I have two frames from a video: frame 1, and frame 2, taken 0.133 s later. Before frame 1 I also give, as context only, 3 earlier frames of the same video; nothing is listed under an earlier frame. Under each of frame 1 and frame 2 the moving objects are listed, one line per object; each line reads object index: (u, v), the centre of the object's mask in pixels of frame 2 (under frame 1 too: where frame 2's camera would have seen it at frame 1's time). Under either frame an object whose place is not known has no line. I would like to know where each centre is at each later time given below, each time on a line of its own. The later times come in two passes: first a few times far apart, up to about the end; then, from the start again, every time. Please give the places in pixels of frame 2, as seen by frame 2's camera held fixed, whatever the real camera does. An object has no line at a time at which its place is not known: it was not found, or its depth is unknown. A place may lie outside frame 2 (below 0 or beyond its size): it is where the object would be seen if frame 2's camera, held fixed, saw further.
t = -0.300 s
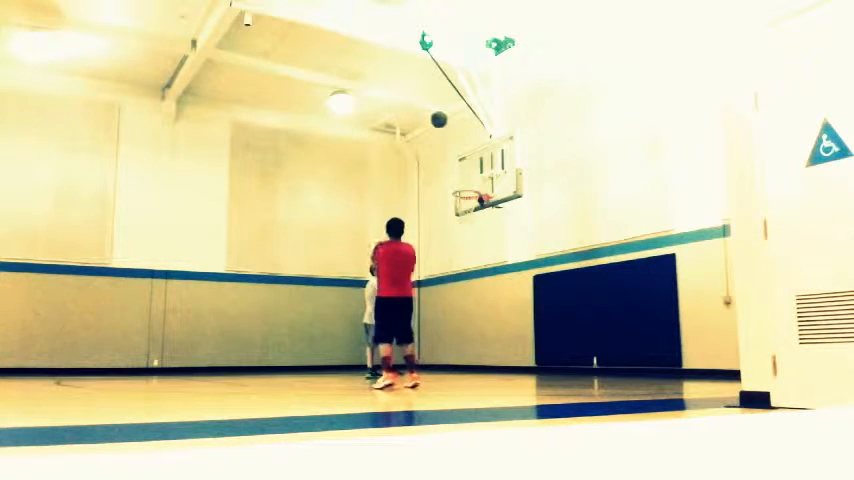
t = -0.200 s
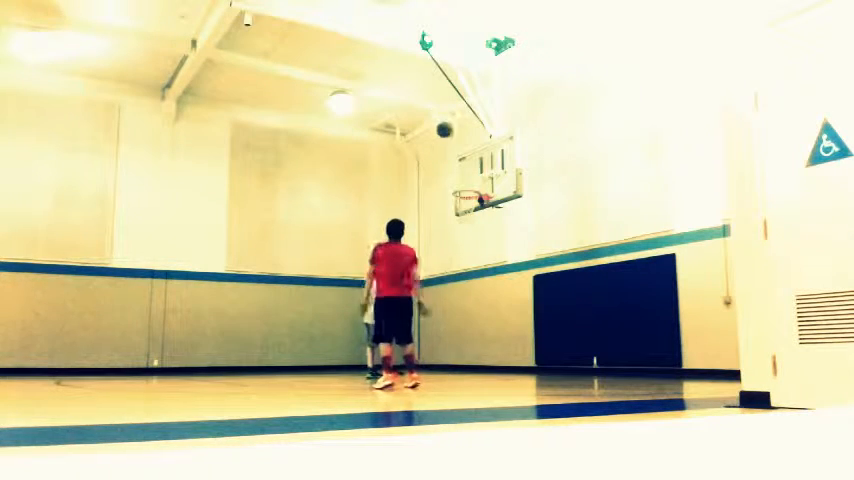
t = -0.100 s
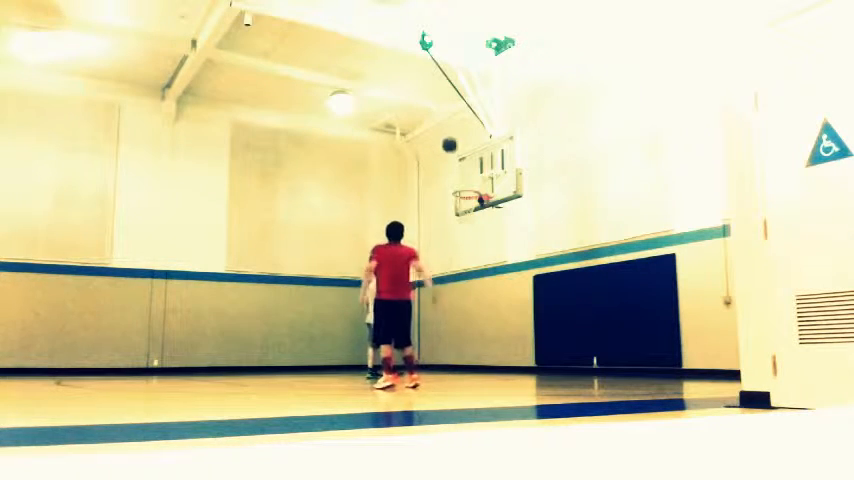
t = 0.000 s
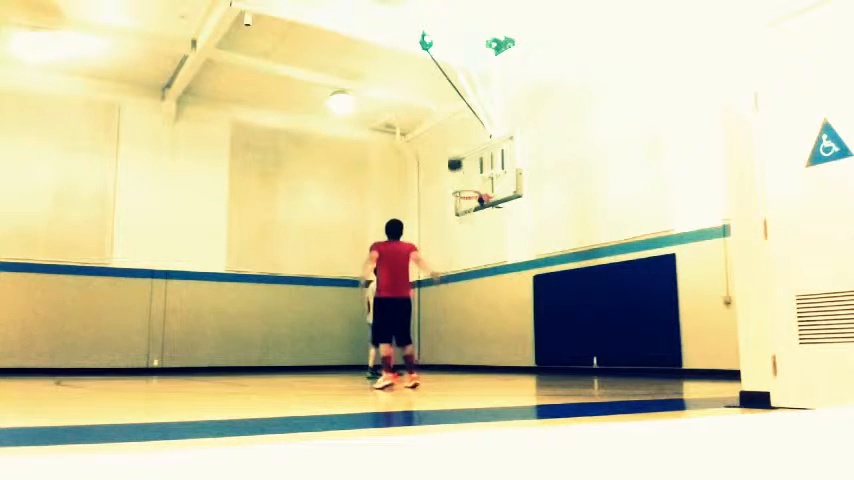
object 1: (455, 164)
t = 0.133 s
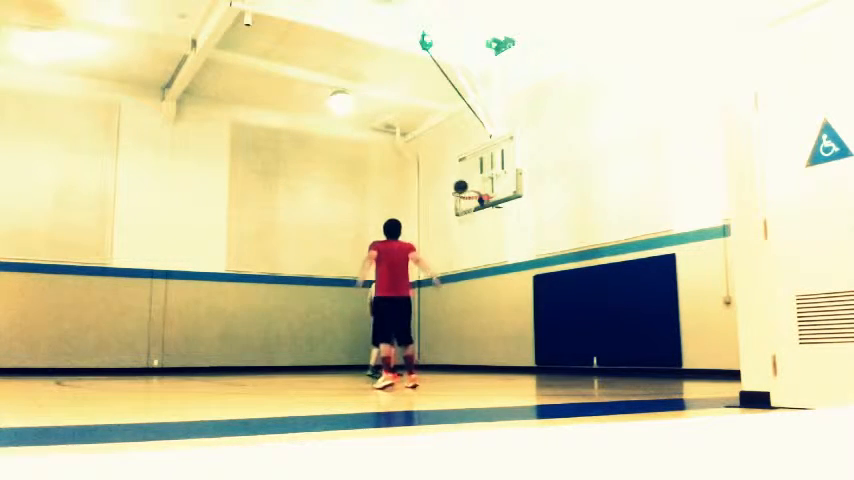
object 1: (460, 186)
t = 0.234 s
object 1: (465, 188)
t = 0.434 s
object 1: (471, 171)
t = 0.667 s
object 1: (459, 175)
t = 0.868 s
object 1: (457, 183)
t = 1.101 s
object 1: (463, 194)
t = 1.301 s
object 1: (468, 222)
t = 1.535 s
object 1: (472, 268)
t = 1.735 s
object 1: (476, 331)
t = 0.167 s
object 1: (461, 188)
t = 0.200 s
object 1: (463, 190)
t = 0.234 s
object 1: (465, 188)
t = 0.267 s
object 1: (468, 184)
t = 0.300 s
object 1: (470, 180)
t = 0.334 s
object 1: (472, 178)
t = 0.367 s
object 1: (474, 175)
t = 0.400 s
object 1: (473, 173)
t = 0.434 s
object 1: (471, 171)
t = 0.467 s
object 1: (469, 170)
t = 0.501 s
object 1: (468, 169)
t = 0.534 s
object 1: (466, 169)
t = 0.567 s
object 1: (464, 169)
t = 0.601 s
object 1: (463, 171)
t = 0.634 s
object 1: (461, 173)
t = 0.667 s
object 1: (459, 175)
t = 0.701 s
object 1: (457, 178)
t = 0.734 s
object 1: (456, 181)
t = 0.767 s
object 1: (454, 185)
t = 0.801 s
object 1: (455, 184)
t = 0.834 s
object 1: (456, 183)
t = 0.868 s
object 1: (457, 183)
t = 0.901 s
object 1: (457, 182)
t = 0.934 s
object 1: (459, 183)
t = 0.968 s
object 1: (459, 184)
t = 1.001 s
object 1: (460, 185)
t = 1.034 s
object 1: (461, 187)
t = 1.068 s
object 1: (462, 190)
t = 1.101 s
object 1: (463, 194)
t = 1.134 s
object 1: (464, 198)
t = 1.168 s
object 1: (465, 203)
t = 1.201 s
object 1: (466, 209)
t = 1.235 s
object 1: (467, 213)
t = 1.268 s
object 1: (467, 217)
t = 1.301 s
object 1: (468, 222)
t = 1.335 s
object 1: (469, 226)
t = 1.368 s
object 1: (469, 232)
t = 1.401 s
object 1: (470, 238)
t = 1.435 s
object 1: (470, 244)
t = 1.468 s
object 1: (471, 251)
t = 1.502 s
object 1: (472, 259)
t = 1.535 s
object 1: (472, 268)
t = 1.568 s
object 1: (473, 277)
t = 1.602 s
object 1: (473, 286)
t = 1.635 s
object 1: (474, 297)
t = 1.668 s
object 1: (475, 307)
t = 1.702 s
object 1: (476, 319)
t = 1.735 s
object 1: (476, 331)
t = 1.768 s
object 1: (476, 343)
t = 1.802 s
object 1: (477, 356)
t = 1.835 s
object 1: (478, 369)
